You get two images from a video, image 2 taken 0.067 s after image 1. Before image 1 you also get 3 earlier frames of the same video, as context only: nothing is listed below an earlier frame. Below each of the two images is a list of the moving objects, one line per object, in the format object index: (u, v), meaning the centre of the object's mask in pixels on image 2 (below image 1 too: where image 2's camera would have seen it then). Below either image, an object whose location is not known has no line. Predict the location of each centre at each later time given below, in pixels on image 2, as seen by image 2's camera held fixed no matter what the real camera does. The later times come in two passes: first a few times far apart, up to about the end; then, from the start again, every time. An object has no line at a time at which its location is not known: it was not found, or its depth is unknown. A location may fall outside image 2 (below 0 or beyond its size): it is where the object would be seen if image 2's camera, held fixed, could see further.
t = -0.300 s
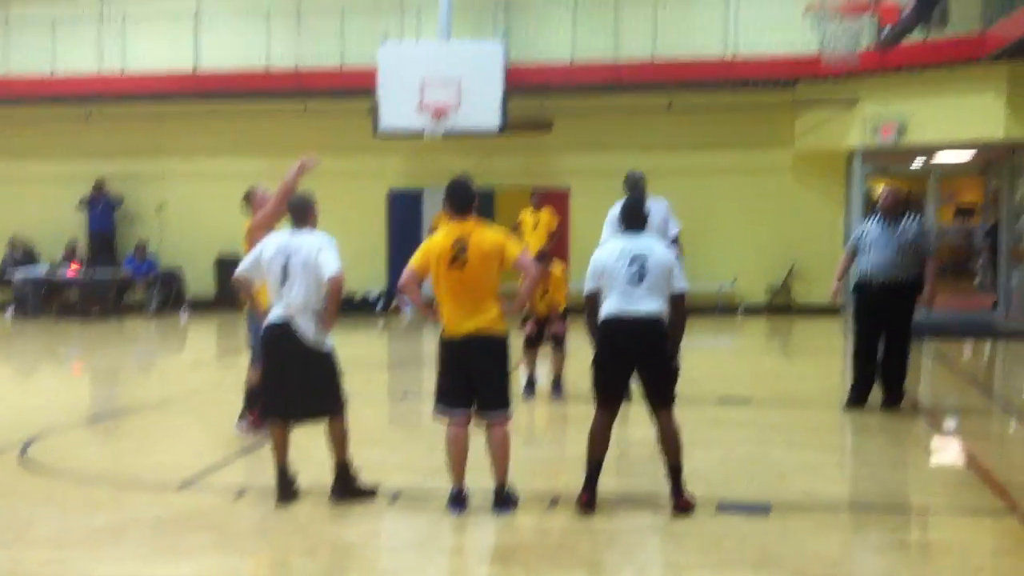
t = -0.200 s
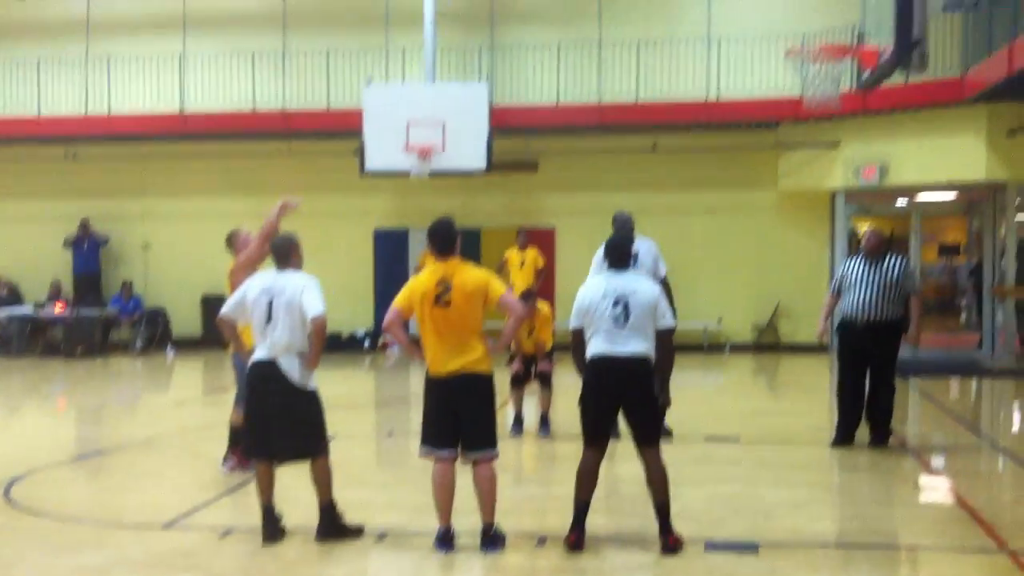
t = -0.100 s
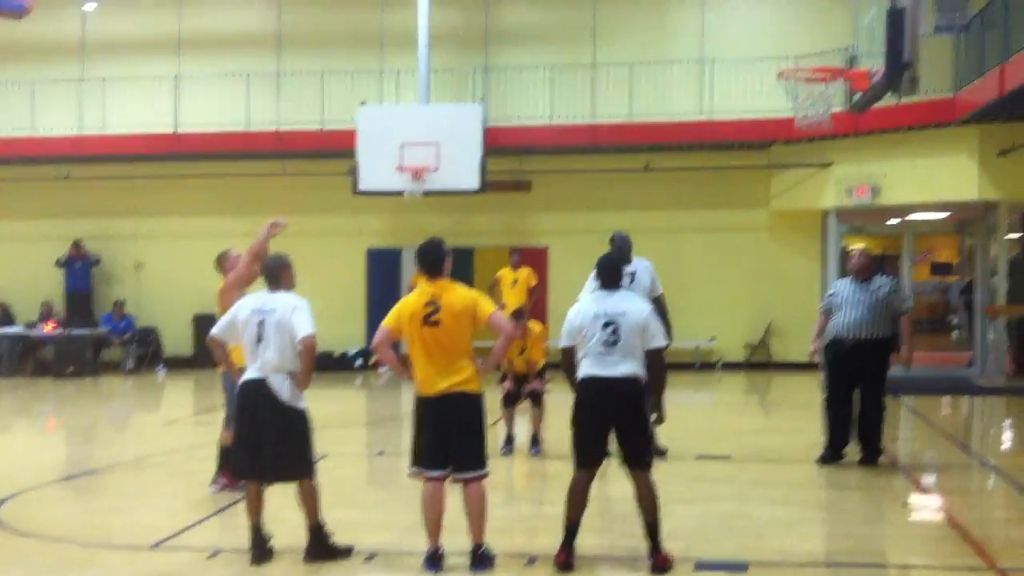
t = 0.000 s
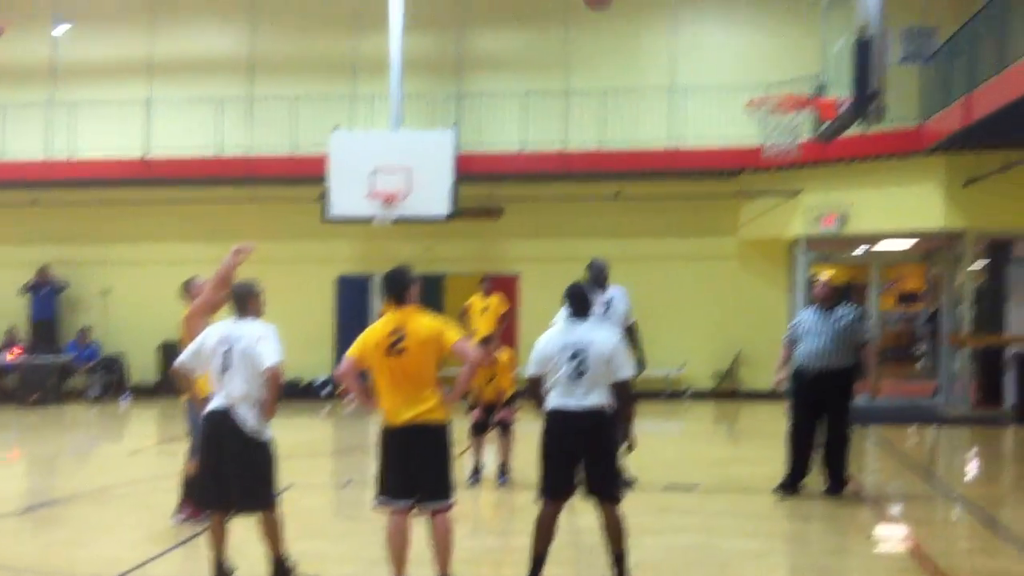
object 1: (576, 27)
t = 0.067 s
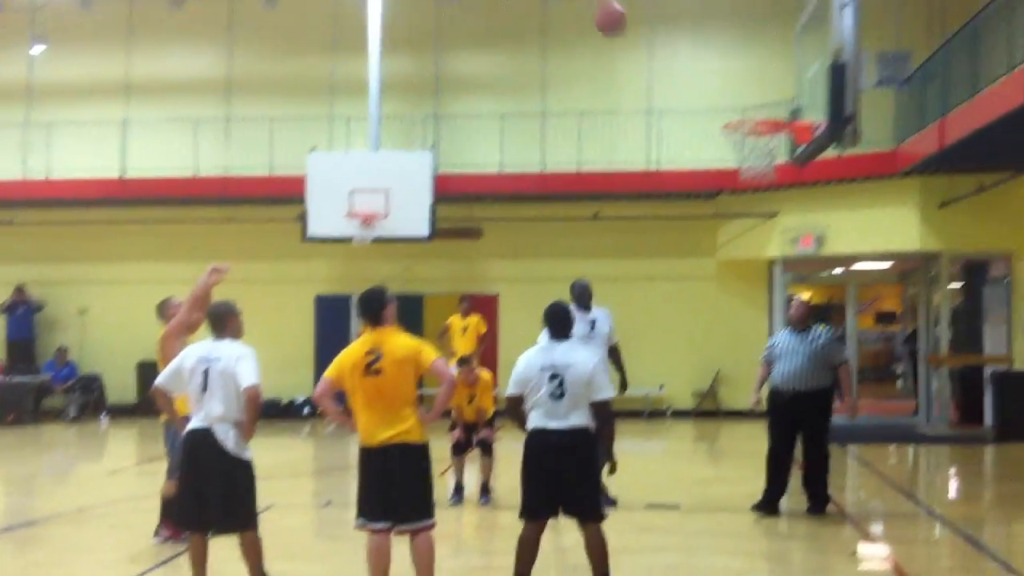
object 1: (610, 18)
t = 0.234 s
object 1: (700, 54)
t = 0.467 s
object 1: (757, 76)
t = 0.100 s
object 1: (626, 21)
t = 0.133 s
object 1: (647, 26)
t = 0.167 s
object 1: (663, 34)
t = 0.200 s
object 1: (680, 44)
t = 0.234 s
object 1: (700, 54)
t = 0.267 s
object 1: (718, 69)
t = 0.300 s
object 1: (735, 84)
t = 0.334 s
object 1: (752, 96)
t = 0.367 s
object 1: (771, 109)
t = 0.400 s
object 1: (772, 105)
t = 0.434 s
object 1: (765, 90)
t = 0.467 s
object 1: (757, 76)
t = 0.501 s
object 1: (748, 60)
